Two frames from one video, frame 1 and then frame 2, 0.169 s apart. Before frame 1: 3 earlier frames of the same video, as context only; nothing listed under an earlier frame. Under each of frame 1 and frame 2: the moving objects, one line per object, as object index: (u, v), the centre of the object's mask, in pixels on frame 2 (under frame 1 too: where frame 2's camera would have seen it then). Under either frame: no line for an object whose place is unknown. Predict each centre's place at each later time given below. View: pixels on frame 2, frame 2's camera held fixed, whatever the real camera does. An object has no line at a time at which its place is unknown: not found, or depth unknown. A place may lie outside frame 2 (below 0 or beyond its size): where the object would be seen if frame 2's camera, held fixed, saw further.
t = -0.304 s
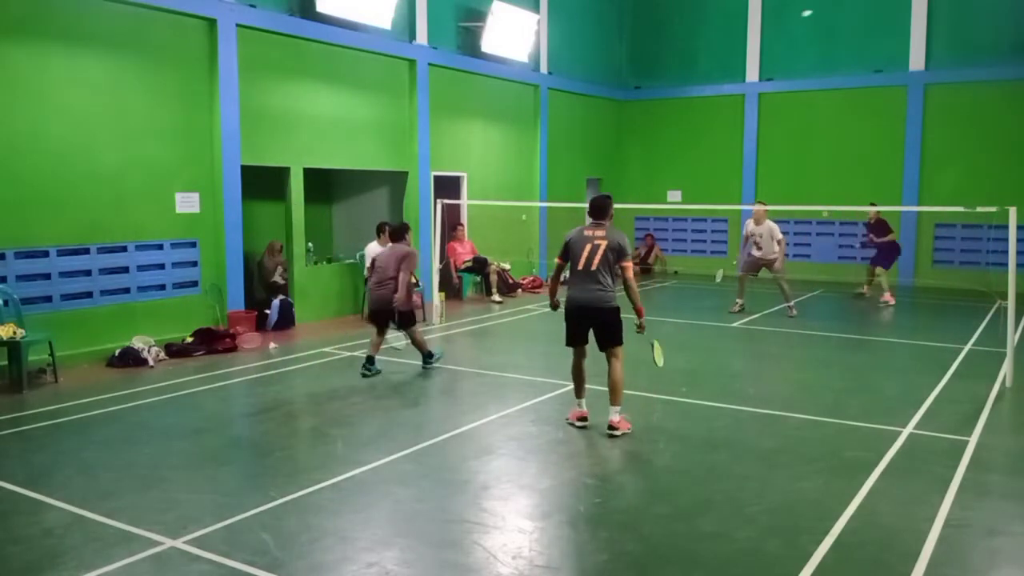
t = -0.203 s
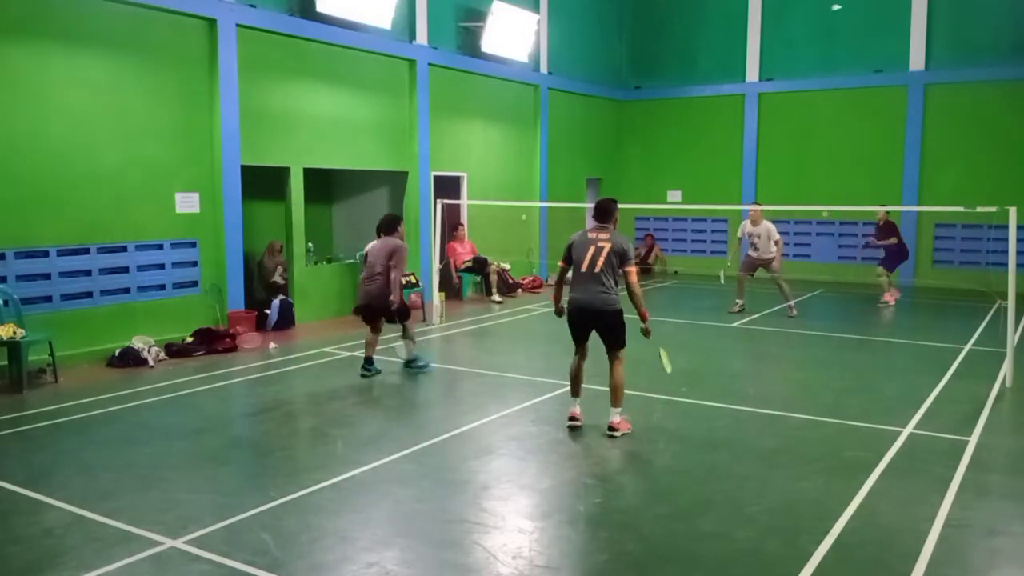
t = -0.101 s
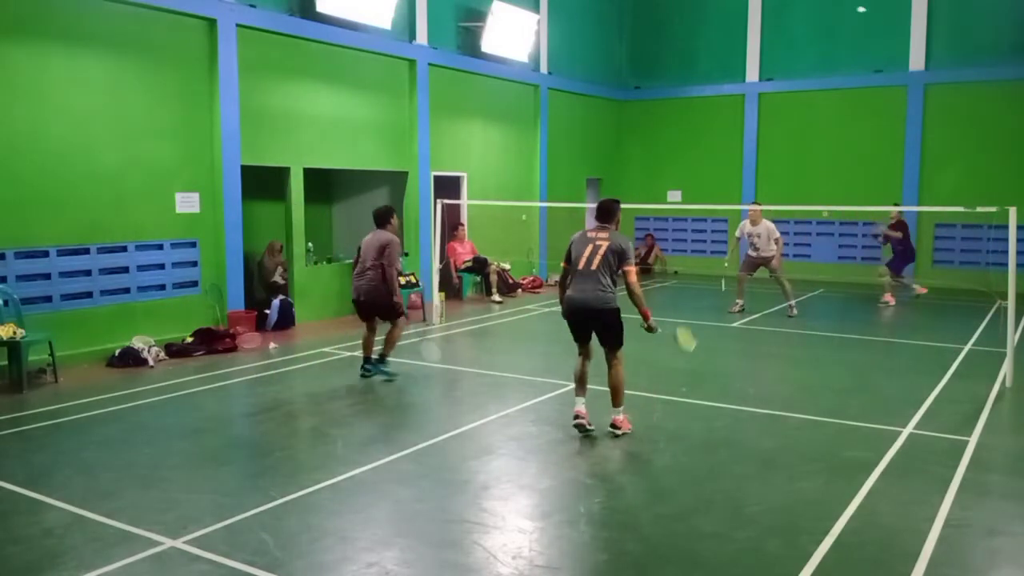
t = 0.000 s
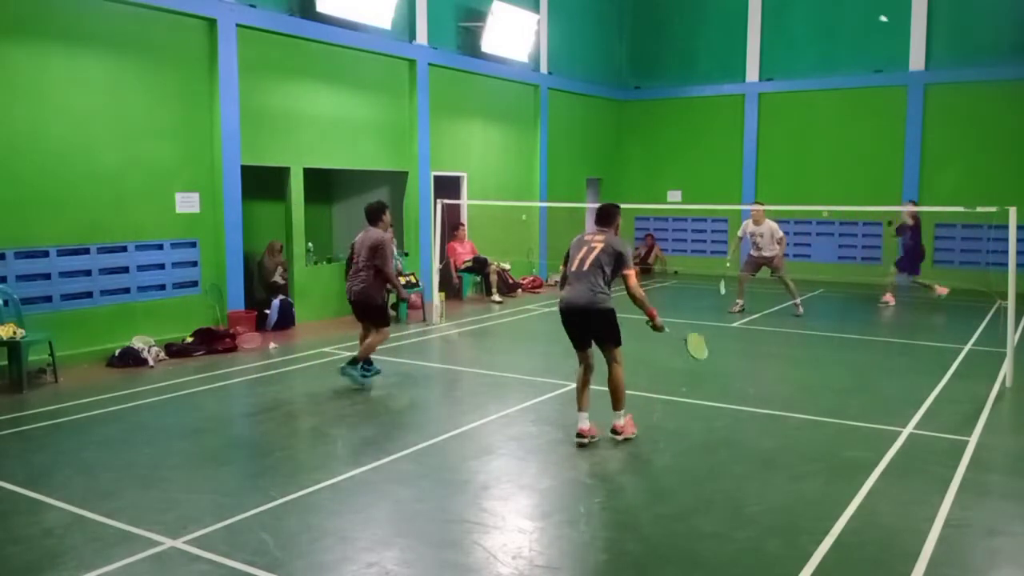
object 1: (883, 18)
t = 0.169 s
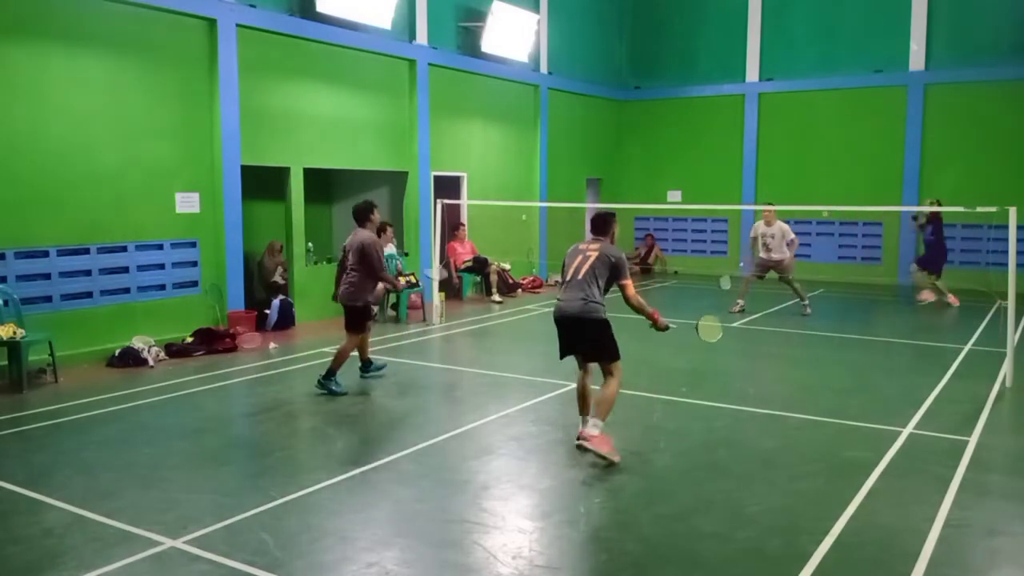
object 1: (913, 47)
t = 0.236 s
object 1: (925, 63)
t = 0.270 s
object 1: (929, 71)
